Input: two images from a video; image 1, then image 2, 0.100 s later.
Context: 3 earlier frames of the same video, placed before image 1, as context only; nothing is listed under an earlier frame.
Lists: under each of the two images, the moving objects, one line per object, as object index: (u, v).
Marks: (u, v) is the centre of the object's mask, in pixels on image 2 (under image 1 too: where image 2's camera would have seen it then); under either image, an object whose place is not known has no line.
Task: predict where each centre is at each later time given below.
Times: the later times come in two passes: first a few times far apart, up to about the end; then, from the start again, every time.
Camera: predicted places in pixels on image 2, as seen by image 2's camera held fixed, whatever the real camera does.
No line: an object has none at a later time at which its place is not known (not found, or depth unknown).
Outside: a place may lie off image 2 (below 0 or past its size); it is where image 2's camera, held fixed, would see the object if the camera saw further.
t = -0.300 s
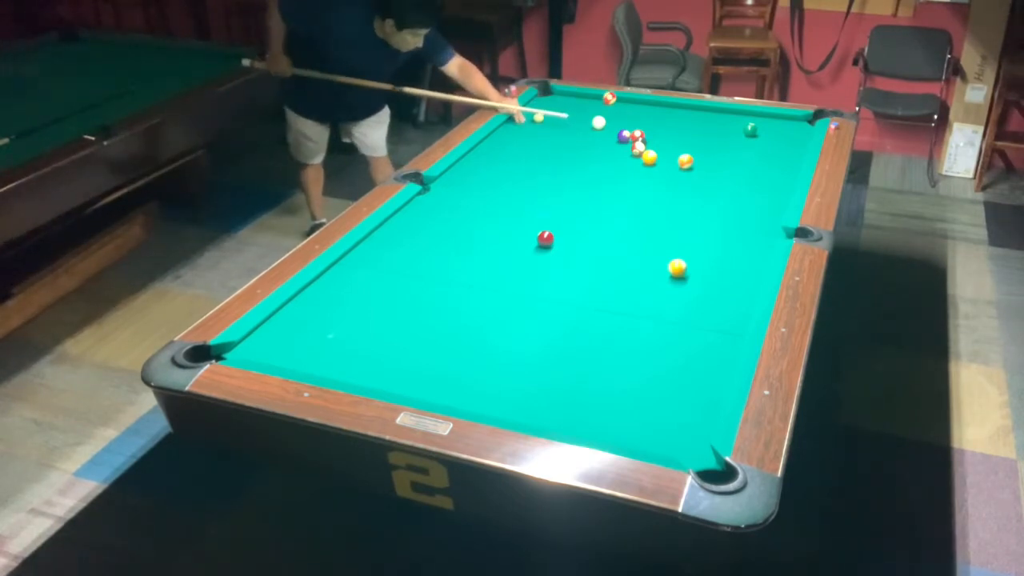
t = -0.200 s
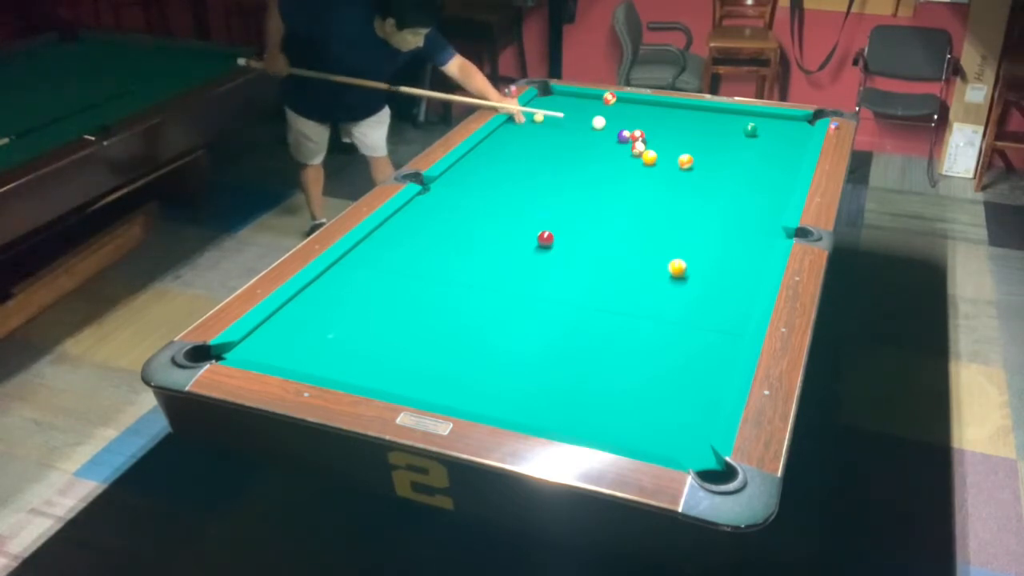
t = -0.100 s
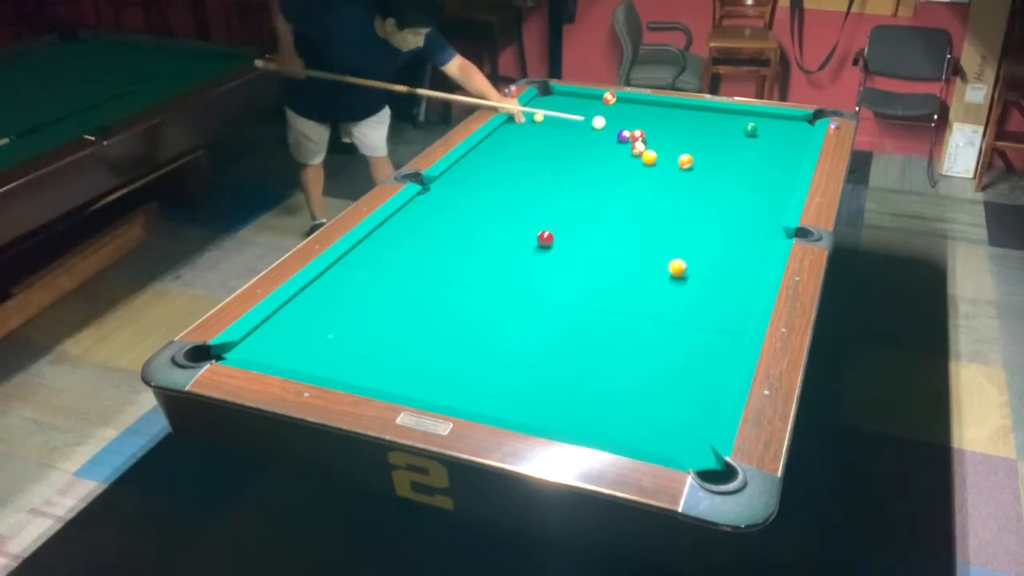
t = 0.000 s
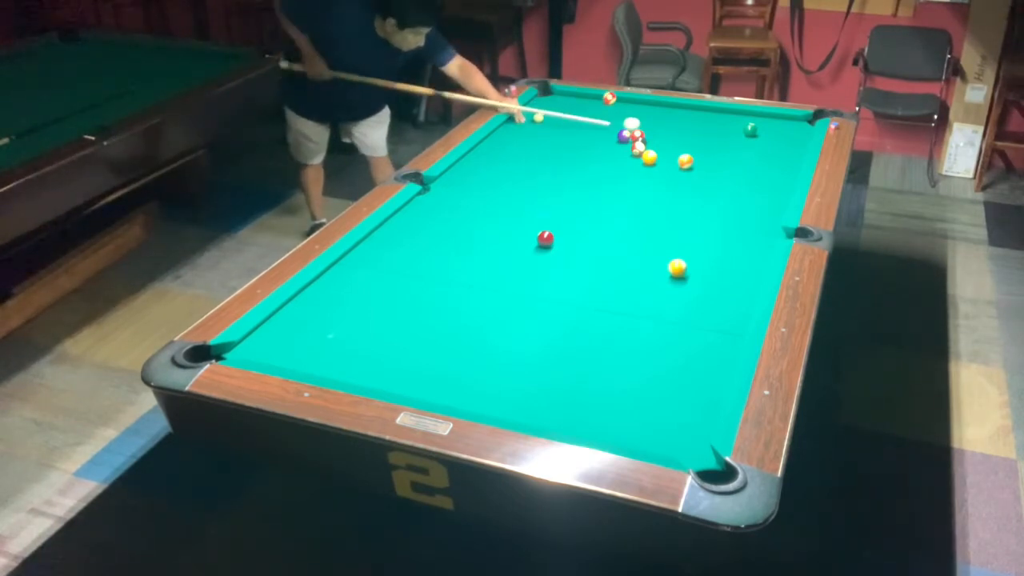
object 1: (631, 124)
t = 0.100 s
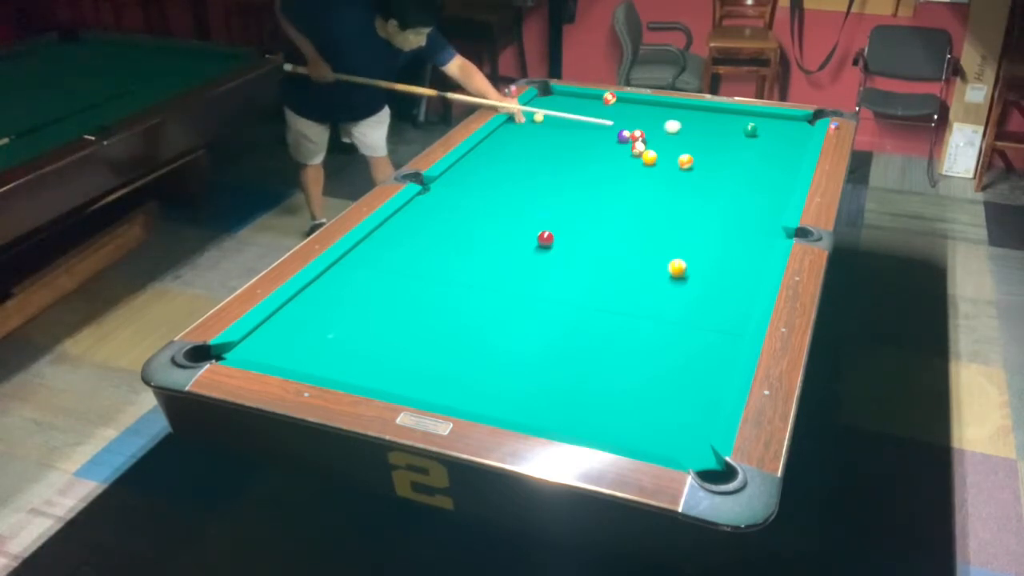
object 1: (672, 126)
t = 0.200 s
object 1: (711, 128)
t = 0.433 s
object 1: (747, 132)
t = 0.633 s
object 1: (767, 135)
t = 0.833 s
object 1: (787, 139)
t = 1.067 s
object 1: (797, 140)
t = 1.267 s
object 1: (784, 139)
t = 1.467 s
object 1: (772, 137)
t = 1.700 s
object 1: (760, 136)
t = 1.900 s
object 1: (750, 135)
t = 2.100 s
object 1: (741, 133)
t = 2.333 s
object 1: (731, 132)
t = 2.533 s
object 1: (724, 132)
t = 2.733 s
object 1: (717, 131)
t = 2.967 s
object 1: (710, 131)
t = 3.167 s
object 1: (706, 130)
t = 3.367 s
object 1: (702, 129)
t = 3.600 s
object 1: (698, 129)
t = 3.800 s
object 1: (696, 129)
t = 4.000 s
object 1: (694, 129)
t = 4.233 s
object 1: (693, 129)
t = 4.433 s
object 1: (693, 129)
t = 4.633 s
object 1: (693, 129)
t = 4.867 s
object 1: (693, 129)
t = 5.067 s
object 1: (693, 129)
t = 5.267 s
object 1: (693, 129)
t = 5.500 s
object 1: (693, 129)
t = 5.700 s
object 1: (693, 129)
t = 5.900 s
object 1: (693, 129)
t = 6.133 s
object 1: (693, 129)
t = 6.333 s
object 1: (693, 129)
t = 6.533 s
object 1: (693, 129)
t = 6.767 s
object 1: (693, 129)
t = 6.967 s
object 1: (693, 129)
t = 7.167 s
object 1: (693, 129)
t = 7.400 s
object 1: (693, 129)
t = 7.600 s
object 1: (693, 129)
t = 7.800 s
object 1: (693, 129)
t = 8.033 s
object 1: (693, 129)
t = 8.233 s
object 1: (693, 129)
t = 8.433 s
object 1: (693, 129)
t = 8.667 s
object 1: (693, 129)
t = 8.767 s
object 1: (693, 129)
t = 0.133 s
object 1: (685, 127)
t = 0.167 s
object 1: (698, 127)
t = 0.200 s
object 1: (711, 128)
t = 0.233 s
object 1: (724, 129)
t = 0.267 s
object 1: (736, 129)
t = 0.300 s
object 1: (737, 130)
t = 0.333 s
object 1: (738, 131)
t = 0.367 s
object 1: (741, 131)
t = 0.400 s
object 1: (744, 132)
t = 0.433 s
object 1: (747, 132)
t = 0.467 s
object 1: (750, 133)
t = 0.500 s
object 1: (754, 133)
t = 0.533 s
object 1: (758, 134)
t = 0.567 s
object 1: (761, 134)
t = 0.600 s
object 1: (764, 135)
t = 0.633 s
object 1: (767, 135)
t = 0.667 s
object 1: (771, 136)
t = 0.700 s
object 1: (774, 137)
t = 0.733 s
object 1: (778, 137)
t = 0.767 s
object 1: (781, 138)
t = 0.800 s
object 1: (784, 138)
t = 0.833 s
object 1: (787, 139)
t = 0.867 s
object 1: (791, 139)
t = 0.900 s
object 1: (794, 139)
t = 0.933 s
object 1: (797, 140)
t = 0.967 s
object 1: (801, 141)
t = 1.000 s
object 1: (801, 141)
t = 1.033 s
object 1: (799, 141)
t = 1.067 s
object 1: (797, 140)
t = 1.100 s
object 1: (795, 140)
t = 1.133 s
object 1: (792, 140)
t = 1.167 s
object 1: (790, 139)
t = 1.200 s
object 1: (788, 139)
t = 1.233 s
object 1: (786, 139)
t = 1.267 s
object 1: (784, 139)
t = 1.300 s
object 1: (782, 139)
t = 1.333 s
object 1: (780, 138)
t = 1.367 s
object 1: (778, 138)
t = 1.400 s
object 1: (776, 138)
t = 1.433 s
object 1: (774, 138)
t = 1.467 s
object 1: (772, 137)
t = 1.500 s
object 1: (771, 137)
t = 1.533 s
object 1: (769, 137)
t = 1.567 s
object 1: (767, 137)
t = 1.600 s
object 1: (765, 136)
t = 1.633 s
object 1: (763, 136)
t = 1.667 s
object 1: (761, 136)
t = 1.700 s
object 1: (760, 136)
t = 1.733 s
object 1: (758, 136)
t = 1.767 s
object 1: (756, 135)
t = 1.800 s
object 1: (755, 135)
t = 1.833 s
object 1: (753, 135)
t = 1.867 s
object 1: (751, 135)
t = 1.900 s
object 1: (750, 135)
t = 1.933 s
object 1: (748, 134)
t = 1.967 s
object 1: (747, 134)
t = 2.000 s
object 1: (745, 134)
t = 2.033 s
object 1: (744, 134)
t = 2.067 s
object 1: (742, 134)
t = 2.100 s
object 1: (741, 133)
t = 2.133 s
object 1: (739, 133)
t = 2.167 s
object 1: (738, 133)
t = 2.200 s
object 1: (736, 133)
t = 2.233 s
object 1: (735, 133)
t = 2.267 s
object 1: (734, 133)
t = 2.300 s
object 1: (732, 133)
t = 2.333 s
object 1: (731, 132)
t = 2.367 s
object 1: (730, 132)
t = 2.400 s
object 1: (729, 132)
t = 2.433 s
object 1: (727, 132)
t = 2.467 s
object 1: (726, 132)
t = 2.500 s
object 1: (725, 132)
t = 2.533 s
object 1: (724, 132)
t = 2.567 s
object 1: (723, 132)
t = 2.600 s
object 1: (721, 132)
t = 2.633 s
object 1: (720, 132)
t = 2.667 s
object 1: (719, 131)
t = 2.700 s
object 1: (718, 131)
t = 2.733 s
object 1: (717, 131)
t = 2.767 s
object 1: (716, 131)
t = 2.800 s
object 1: (715, 131)
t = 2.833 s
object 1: (714, 131)
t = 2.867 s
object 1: (713, 131)
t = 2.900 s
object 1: (712, 131)
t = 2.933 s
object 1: (711, 131)
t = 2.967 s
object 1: (710, 131)
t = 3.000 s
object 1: (710, 130)
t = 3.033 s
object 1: (709, 130)
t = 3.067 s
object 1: (708, 130)
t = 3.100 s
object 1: (707, 130)
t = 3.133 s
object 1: (706, 130)
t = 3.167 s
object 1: (706, 130)
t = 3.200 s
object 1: (705, 130)
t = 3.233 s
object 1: (704, 130)
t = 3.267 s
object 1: (703, 130)
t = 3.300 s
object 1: (703, 130)
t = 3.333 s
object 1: (702, 130)
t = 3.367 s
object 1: (702, 129)
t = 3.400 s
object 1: (701, 129)
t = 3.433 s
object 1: (700, 129)
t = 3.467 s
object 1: (700, 129)
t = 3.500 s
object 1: (699, 129)
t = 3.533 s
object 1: (699, 129)
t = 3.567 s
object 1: (698, 129)
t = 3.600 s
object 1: (698, 129)
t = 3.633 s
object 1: (698, 129)
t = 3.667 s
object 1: (697, 129)
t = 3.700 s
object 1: (697, 129)
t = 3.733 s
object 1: (696, 129)
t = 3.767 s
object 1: (696, 129)
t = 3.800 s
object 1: (696, 129)
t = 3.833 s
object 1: (695, 129)
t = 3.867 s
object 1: (695, 129)
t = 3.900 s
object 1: (694, 129)
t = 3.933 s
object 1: (694, 129)
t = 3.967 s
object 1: (694, 129)
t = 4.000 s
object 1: (694, 129)
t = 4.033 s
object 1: (693, 129)
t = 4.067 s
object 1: (693, 129)
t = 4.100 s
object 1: (693, 129)
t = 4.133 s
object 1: (693, 129)
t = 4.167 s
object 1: (693, 129)
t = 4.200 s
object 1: (693, 129)
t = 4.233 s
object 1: (693, 129)
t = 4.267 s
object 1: (693, 129)
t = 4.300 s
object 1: (693, 129)
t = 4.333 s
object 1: (693, 129)
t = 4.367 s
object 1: (693, 129)
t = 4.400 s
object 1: (693, 129)
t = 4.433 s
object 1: (693, 129)
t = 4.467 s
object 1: (693, 129)
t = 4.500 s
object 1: (693, 129)
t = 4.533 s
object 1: (693, 129)
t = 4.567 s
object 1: (693, 129)
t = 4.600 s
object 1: (693, 129)
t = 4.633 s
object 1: (693, 129)
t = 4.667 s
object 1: (693, 129)
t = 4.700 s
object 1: (693, 129)
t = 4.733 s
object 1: (693, 129)
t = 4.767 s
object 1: (693, 129)
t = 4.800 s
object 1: (693, 129)
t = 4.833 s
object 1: (693, 129)
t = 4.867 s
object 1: (693, 129)
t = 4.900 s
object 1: (693, 129)
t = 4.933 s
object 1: (693, 129)
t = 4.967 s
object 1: (693, 129)
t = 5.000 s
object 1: (693, 129)
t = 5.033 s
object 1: (693, 129)
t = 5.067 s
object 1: (693, 129)
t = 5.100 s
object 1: (693, 129)
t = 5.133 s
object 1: (693, 129)
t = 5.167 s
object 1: (693, 129)
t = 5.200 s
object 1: (693, 129)
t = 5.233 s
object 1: (693, 129)
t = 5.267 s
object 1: (693, 129)
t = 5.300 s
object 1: (693, 129)
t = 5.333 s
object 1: (693, 129)
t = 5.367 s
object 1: (693, 129)
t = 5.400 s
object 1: (693, 129)
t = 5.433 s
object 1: (693, 129)
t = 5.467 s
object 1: (693, 129)
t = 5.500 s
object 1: (693, 129)
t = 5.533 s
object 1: (693, 129)
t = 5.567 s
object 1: (693, 129)
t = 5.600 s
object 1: (693, 129)
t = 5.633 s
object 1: (693, 129)
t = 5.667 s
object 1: (693, 129)
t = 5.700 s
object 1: (693, 129)
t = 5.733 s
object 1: (693, 129)
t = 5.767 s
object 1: (693, 129)
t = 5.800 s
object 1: (693, 129)
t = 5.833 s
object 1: (693, 129)
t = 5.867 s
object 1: (693, 129)
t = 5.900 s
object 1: (693, 129)
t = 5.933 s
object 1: (693, 129)
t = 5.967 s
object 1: (693, 129)
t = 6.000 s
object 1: (693, 129)
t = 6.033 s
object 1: (693, 129)
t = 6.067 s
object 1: (693, 129)
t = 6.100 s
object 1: (693, 129)
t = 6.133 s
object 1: (693, 129)
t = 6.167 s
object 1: (693, 129)
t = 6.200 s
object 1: (693, 129)
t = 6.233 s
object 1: (693, 129)
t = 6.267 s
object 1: (693, 129)
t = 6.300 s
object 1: (693, 129)
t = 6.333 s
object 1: (693, 129)
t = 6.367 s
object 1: (693, 129)
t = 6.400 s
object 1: (693, 129)
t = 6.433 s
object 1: (693, 129)
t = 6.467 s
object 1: (693, 129)
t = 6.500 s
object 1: (693, 129)
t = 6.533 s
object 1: (693, 129)
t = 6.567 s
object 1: (693, 129)
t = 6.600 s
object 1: (693, 129)
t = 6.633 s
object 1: (693, 129)
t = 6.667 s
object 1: (693, 129)
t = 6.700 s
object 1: (693, 129)
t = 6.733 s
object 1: (693, 129)
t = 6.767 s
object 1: (693, 129)
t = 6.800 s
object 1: (693, 129)
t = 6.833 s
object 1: (693, 129)
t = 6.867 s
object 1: (693, 129)
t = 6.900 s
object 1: (693, 129)
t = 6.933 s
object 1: (693, 129)
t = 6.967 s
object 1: (693, 129)
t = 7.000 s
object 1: (693, 129)
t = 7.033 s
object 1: (693, 129)
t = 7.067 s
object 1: (693, 129)
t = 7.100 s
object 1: (693, 129)
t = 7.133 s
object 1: (693, 129)
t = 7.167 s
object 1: (693, 129)
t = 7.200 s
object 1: (693, 129)
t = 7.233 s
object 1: (693, 129)
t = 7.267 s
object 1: (693, 129)
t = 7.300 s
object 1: (693, 129)
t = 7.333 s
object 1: (693, 129)
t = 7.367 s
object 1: (693, 129)
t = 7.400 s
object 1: (693, 129)
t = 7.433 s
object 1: (693, 129)
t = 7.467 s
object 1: (693, 129)
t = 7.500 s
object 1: (693, 129)
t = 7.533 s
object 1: (693, 129)
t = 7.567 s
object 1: (693, 129)
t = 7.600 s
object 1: (693, 129)
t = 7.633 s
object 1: (693, 129)
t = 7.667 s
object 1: (693, 129)
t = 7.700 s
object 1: (693, 129)
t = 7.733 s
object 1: (693, 129)
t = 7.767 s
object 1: (693, 129)
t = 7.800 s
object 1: (693, 129)
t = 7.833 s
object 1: (693, 129)
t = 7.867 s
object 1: (693, 129)
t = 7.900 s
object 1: (692, 129)
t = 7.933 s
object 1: (693, 129)
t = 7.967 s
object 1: (693, 129)
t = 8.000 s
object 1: (693, 129)
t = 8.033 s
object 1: (693, 129)
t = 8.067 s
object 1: (693, 129)
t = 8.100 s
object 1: (693, 129)
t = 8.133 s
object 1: (693, 129)
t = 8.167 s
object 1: (693, 129)
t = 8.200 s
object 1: (693, 129)
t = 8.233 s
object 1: (693, 129)
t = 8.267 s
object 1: (693, 129)
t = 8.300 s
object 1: (693, 129)
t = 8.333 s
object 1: (693, 129)
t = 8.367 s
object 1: (693, 129)
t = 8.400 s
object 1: (693, 129)
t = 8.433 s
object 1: (693, 129)
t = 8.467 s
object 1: (693, 129)
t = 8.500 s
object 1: (693, 129)
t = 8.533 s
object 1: (693, 129)
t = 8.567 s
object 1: (693, 129)
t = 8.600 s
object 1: (693, 129)
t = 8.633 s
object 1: (693, 129)
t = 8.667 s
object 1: (693, 129)
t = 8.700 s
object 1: (693, 129)
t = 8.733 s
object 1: (693, 129)
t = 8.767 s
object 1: (693, 129)
